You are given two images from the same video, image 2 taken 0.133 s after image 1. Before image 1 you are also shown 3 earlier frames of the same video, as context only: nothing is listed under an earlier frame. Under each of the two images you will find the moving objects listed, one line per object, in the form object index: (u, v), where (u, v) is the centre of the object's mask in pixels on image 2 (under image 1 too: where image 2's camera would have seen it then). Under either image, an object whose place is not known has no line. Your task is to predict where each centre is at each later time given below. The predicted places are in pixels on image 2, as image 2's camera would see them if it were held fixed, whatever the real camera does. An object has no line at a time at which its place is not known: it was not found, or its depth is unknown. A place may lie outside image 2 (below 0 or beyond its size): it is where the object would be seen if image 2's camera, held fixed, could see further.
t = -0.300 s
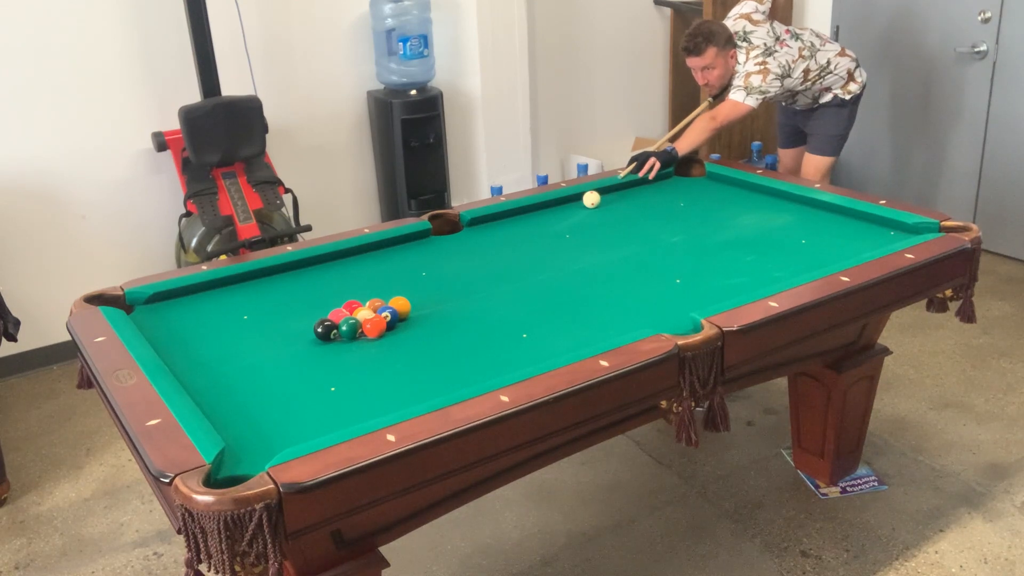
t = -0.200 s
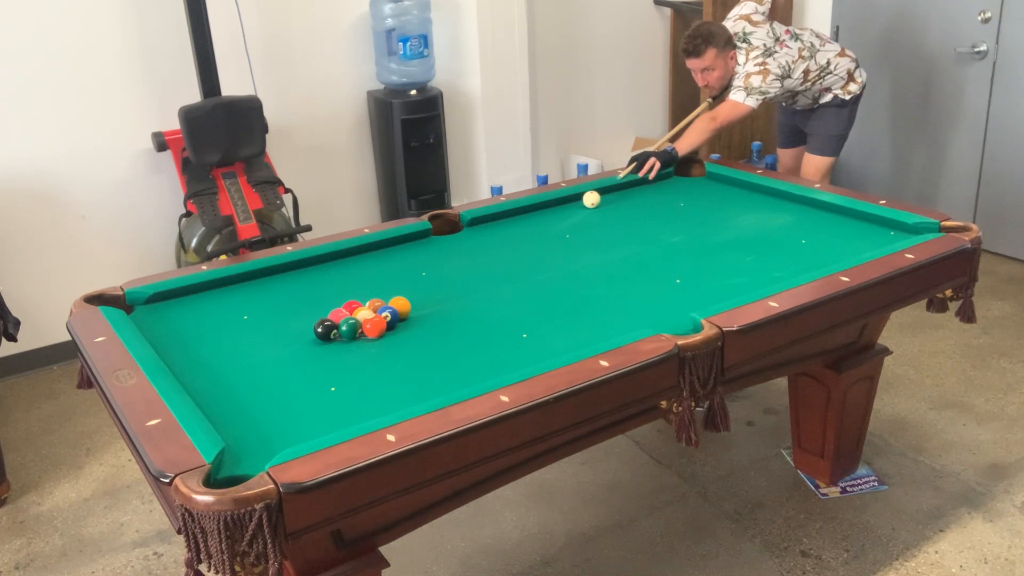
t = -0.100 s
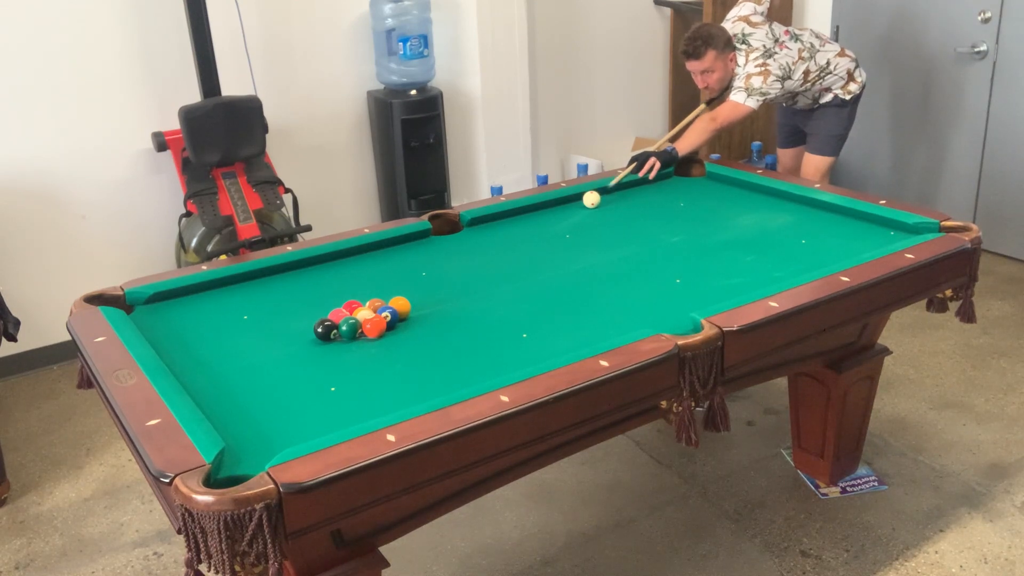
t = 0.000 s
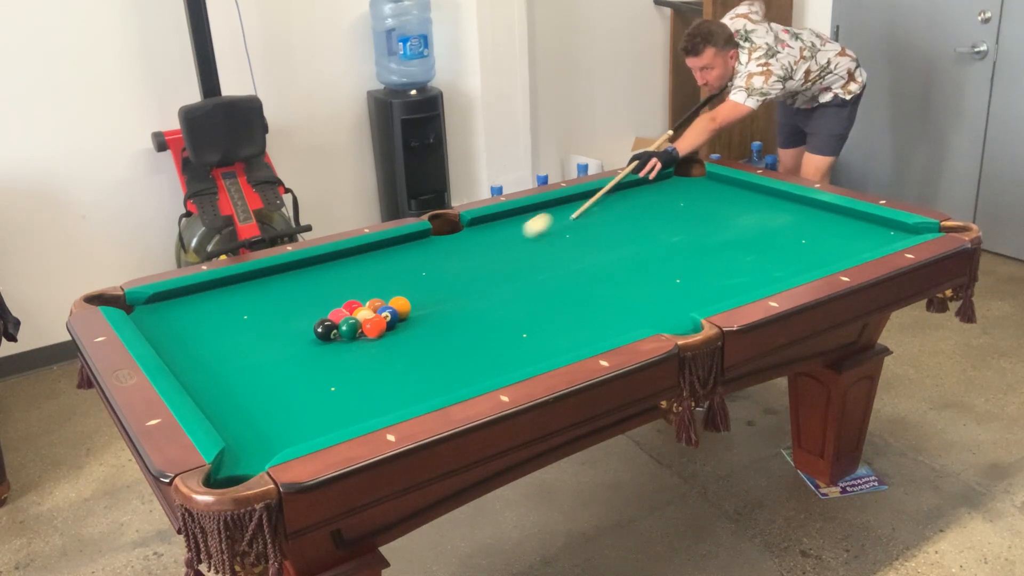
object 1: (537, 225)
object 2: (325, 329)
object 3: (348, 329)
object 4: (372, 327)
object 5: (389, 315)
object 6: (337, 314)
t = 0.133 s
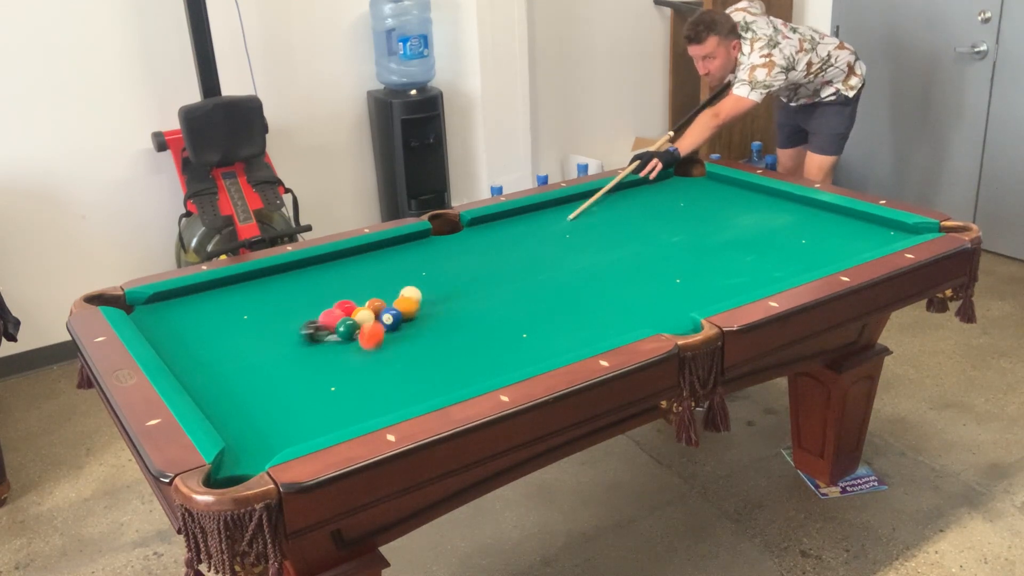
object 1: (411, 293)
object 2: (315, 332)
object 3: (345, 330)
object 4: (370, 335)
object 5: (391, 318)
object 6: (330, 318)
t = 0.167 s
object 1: (407, 294)
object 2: (288, 334)
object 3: (341, 332)
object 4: (366, 356)
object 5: (399, 321)
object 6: (319, 321)
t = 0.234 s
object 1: (405, 291)
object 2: (240, 340)
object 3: (333, 335)
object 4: (356, 401)
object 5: (413, 327)
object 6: (297, 322)
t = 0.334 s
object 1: (402, 283)
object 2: (178, 349)
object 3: (321, 339)
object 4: (310, 410)
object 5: (436, 334)
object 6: (266, 324)
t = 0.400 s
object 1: (399, 279)
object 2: (181, 345)
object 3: (313, 342)
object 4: (276, 398)
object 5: (450, 339)
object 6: (245, 325)
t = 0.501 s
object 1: (395, 272)
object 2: (199, 337)
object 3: (303, 348)
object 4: (232, 382)
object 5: (472, 346)
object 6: (225, 323)
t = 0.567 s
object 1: (393, 268)
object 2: (192, 340)
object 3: (296, 352)
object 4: (206, 372)
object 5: (488, 351)
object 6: (229, 314)
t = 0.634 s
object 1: (390, 264)
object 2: (188, 341)
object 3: (288, 355)
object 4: (181, 363)
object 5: (503, 357)
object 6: (229, 308)
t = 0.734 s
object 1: (387, 259)
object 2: (191, 336)
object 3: (276, 360)
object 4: (168, 351)
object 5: (526, 361)
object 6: (228, 299)
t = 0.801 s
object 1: (385, 255)
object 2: (198, 326)
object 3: (271, 363)
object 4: (168, 345)
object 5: (528, 358)
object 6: (227, 293)
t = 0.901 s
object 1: (381, 250)
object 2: (207, 315)
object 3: (260, 369)
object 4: (170, 334)
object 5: (526, 353)
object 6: (226, 286)
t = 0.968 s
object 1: (379, 247)
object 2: (212, 307)
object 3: (252, 372)
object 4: (171, 327)
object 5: (525, 347)
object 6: (226, 282)
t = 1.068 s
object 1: (387, 246)
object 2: (219, 297)
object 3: (242, 376)
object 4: (172, 317)
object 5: (523, 340)
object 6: (234, 285)
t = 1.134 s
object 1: (395, 246)
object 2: (219, 294)
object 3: (235, 379)
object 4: (172, 311)
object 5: (521, 335)
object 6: (244, 284)
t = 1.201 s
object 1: (402, 246)
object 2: (214, 292)
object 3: (228, 383)
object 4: (173, 305)
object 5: (520, 330)
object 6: (256, 282)
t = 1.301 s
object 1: (413, 246)
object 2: (210, 289)
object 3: (218, 387)
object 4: (174, 297)
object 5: (518, 324)
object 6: (274, 278)
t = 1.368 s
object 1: (420, 246)
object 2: (206, 288)
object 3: (212, 390)
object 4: (179, 294)
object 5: (516, 320)
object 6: (286, 276)
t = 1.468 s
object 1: (430, 246)
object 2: (210, 287)
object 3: (203, 394)
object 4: (192, 295)
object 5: (514, 314)
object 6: (302, 273)
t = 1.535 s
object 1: (436, 246)
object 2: (214, 286)
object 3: (205, 395)
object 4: (199, 297)
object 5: (513, 311)
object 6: (313, 271)
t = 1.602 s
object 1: (443, 247)
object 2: (219, 285)
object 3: (210, 393)
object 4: (206, 299)
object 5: (511, 307)
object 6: (323, 269)
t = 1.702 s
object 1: (452, 247)
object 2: (224, 285)
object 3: (216, 392)
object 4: (216, 302)
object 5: (509, 301)
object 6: (339, 266)
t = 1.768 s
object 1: (458, 247)
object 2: (227, 285)
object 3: (221, 391)
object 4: (223, 303)
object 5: (508, 299)
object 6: (348, 264)
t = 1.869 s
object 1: (466, 247)
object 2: (232, 285)
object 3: (227, 390)
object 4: (233, 306)
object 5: (506, 294)
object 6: (362, 261)
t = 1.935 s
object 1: (471, 247)
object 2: (235, 286)
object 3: (231, 389)
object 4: (239, 308)
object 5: (505, 290)
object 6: (372, 260)
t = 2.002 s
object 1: (477, 248)
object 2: (238, 286)
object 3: (235, 389)
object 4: (245, 309)
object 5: (504, 288)
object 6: (380, 258)
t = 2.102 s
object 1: (484, 248)
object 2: (242, 285)
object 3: (240, 388)
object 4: (255, 311)
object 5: (502, 284)
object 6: (393, 255)
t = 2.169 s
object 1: (489, 248)
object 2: (245, 285)
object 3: (244, 387)
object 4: (262, 313)
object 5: (501, 281)
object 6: (401, 254)
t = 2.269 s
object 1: (496, 248)
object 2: (248, 285)
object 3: (249, 386)
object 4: (272, 315)
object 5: (499, 277)
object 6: (413, 252)
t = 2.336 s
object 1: (500, 248)
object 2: (251, 285)
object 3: (251, 385)
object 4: (278, 317)
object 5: (498, 275)
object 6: (420, 250)
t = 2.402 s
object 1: (504, 249)
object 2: (253, 284)
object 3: (254, 386)
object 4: (284, 318)
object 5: (497, 273)
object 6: (428, 249)
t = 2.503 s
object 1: (510, 249)
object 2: (255, 284)
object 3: (258, 385)
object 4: (293, 320)
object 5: (495, 270)
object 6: (439, 247)
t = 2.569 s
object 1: (514, 249)
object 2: (257, 284)
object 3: (260, 384)
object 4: (299, 321)
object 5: (494, 267)
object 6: (445, 246)
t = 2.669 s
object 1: (519, 249)
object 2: (259, 284)
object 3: (263, 384)
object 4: (308, 324)
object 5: (492, 264)
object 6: (455, 244)
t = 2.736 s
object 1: (523, 249)
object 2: (260, 284)
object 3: (265, 384)
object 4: (314, 325)
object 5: (491, 263)
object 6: (461, 243)
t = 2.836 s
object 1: (527, 250)
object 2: (261, 284)
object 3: (267, 383)
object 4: (323, 327)
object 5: (490, 260)
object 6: (470, 241)
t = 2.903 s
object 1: (530, 250)
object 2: (261, 285)
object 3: (268, 383)
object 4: (329, 328)
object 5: (489, 259)
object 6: (475, 240)
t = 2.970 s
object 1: (532, 250)
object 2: (261, 284)
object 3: (269, 382)
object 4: (332, 327)
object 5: (488, 257)
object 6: (481, 238)
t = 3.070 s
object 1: (536, 250)
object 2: (261, 284)
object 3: (271, 382)
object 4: (341, 331)
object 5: (487, 255)
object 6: (489, 237)
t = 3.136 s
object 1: (538, 250)
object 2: (261, 284)
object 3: (271, 381)
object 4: (346, 332)
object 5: (486, 254)
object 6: (494, 236)
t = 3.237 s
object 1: (541, 251)
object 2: (261, 284)
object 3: (272, 381)
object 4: (354, 335)
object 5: (485, 252)
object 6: (500, 235)
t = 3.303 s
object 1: (543, 251)
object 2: (261, 285)
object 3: (273, 381)
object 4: (358, 336)
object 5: (484, 251)
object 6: (505, 234)
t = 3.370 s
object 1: (545, 251)
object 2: (261, 285)
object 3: (274, 381)
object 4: (363, 336)
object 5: (483, 250)
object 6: (509, 233)
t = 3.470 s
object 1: (546, 251)
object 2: (260, 285)
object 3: (274, 380)
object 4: (370, 337)
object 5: (482, 249)
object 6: (515, 232)
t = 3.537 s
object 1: (548, 251)
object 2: (260, 285)
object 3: (274, 380)
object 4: (375, 339)
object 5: (481, 247)
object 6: (519, 232)
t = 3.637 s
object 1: (549, 252)
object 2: (259, 285)
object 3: (274, 380)
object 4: (381, 340)
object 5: (480, 246)
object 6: (524, 231)
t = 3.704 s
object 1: (550, 252)
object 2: (259, 284)
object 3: (274, 380)
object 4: (385, 341)
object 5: (479, 245)
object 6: (527, 230)
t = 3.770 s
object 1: (550, 252)
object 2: (258, 284)
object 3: (274, 380)
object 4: (388, 341)
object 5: (479, 244)
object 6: (530, 229)
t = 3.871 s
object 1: (551, 252)
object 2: (258, 284)
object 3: (274, 380)
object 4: (394, 343)
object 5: (477, 243)
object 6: (534, 229)
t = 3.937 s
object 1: (550, 252)
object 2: (259, 284)
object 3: (274, 380)
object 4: (397, 344)
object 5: (477, 243)
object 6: (537, 228)
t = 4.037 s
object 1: (550, 252)
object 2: (259, 285)
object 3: (274, 380)
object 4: (402, 345)
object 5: (475, 242)
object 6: (541, 227)
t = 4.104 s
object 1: (550, 252)
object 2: (259, 285)
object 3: (274, 380)
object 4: (405, 345)
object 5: (475, 242)
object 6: (543, 227)
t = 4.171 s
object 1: (550, 252)
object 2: (259, 284)
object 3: (274, 380)
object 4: (408, 346)
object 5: (474, 241)
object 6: (545, 227)
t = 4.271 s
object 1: (550, 252)
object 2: (259, 285)
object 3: (274, 380)
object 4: (412, 346)
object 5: (473, 240)
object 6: (547, 226)
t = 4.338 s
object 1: (550, 252)
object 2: (259, 284)
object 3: (274, 380)
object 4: (415, 347)
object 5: (472, 240)
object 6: (548, 226)
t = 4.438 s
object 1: (550, 252)
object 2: (259, 284)
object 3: (274, 380)
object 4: (418, 348)
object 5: (472, 240)
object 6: (550, 226)
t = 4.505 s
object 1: (550, 252)
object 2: (259, 285)
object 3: (274, 380)
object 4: (420, 348)
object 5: (471, 240)
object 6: (551, 225)
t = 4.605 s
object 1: (550, 252)
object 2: (259, 284)
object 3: (274, 380)
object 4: (422, 349)
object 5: (471, 240)
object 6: (552, 225)
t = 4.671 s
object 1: (550, 252)
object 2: (259, 284)
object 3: (274, 380)
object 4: (424, 349)
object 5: (471, 240)
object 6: (553, 225)
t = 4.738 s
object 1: (550, 252)
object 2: (259, 285)
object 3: (274, 380)
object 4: (425, 349)
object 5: (471, 240)
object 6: (553, 225)
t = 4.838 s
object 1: (550, 252)
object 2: (259, 284)
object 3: (274, 380)
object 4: (427, 350)
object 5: (471, 240)
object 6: (554, 225)
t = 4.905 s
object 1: (550, 252)
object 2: (259, 285)
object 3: (274, 380)
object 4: (428, 350)
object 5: (471, 240)
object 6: (554, 225)
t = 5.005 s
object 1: (550, 252)
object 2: (259, 284)
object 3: (274, 380)
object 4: (429, 350)
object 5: (471, 240)
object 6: (553, 225)
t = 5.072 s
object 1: (550, 252)
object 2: (259, 285)
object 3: (274, 380)
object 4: (429, 351)
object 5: (471, 239)
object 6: (553, 225)
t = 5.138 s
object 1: (550, 252)
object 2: (259, 285)
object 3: (274, 380)
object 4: (429, 351)
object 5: (471, 240)
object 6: (553, 225)
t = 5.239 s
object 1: (550, 252)
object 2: (259, 284)
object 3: (274, 380)
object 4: (429, 351)
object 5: (471, 240)
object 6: (553, 225)
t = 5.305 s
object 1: (550, 252)
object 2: (259, 285)
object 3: (274, 380)
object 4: (430, 351)
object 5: (471, 239)
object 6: (553, 225)
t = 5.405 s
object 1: (550, 252)
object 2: (259, 284)
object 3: (274, 380)
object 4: (430, 351)
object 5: (471, 239)
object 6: (553, 225)
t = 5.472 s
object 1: (550, 252)
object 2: (259, 285)
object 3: (274, 380)
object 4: (430, 351)
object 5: (471, 239)
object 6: (553, 225)
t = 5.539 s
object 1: (550, 252)
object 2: (259, 285)
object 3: (274, 380)
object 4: (430, 351)
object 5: (471, 240)
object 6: (553, 225)
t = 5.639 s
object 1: (550, 252)
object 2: (259, 284)
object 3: (274, 380)
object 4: (430, 351)
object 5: (471, 240)
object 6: (553, 225)
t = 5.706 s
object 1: (550, 252)
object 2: (259, 285)
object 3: (274, 380)
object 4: (430, 351)
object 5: (471, 239)
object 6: (553, 225)
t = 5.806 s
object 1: (550, 252)
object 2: (259, 284)
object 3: (274, 380)
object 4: (430, 351)
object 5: (471, 239)
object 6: (553, 225)
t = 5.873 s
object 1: (550, 252)
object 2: (259, 285)
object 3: (274, 380)
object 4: (430, 351)
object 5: (471, 239)
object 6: (553, 225)
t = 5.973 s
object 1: (550, 252)
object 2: (259, 285)
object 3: (274, 380)
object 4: (430, 351)
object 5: (471, 239)
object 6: (553, 225)
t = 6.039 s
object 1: (550, 252)
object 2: (259, 284)
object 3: (274, 380)
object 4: (430, 351)
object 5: (471, 239)
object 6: (553, 225)
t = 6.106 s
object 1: (550, 252)
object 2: (259, 284)
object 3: (274, 380)
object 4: (430, 351)
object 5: (471, 239)
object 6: (553, 225)
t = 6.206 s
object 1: (550, 252)
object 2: (259, 284)
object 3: (274, 380)
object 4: (430, 351)
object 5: (471, 239)
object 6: (553, 225)
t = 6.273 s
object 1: (550, 252)
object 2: (259, 285)
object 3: (274, 380)
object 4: (430, 351)
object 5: (471, 239)
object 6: (553, 225)
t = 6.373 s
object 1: (550, 252)
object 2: (259, 284)
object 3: (274, 380)
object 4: (430, 350)
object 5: (471, 239)
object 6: (553, 225)
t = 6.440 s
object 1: (550, 252)
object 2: (259, 284)
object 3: (274, 380)
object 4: (430, 351)
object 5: (471, 239)
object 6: (553, 225)
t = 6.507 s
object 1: (550, 252)
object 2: (259, 284)
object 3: (274, 380)
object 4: (430, 350)
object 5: (471, 239)
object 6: (553, 225)
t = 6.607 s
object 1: (550, 252)
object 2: (259, 284)
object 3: (274, 380)
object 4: (430, 351)
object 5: (471, 240)
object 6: (553, 225)
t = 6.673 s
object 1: (550, 252)
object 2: (259, 284)
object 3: (274, 380)
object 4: (430, 351)
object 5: (471, 239)
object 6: (553, 225)
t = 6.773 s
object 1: (550, 252)
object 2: (259, 284)
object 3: (274, 380)
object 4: (430, 351)
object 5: (471, 239)
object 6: (553, 225)
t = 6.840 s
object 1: (550, 252)
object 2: (259, 284)
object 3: (274, 380)
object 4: (430, 351)
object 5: (471, 239)
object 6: (553, 225)
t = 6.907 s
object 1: (550, 252)
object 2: (259, 285)
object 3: (274, 380)
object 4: (430, 351)
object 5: (471, 239)
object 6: (553, 225)
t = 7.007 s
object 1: (550, 252)
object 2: (259, 285)
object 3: (274, 380)
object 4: (430, 351)
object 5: (471, 239)
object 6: (553, 225)
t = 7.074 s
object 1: (550, 252)
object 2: (259, 284)
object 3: (274, 380)
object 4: (430, 351)
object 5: (471, 239)
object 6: (553, 225)
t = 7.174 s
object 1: (550, 252)
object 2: (259, 285)
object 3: (274, 380)
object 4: (430, 351)
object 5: (471, 239)
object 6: (553, 225)
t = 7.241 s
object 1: (550, 252)
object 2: (259, 285)
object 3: (274, 380)
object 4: (430, 351)
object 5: (471, 239)
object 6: (553, 225)
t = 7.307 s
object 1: (550, 252)
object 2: (259, 284)
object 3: (274, 380)
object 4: (430, 351)
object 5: (471, 239)
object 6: (553, 225)
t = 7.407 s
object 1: (550, 252)
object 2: (259, 284)
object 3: (274, 380)
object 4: (430, 351)
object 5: (471, 239)
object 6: (553, 225)
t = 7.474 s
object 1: (550, 252)
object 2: (259, 285)
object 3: (274, 380)
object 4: (430, 351)
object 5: (471, 239)
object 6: (553, 225)
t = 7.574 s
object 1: (550, 252)
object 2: (259, 284)
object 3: (274, 380)
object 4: (430, 351)
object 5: (471, 239)
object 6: (553, 225)
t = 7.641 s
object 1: (550, 252)
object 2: (259, 284)
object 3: (274, 380)
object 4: (430, 351)
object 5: (471, 239)
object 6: (553, 225)
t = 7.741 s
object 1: (550, 252)
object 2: (259, 285)
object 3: (274, 380)
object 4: (430, 351)
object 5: (471, 239)
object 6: (553, 225)
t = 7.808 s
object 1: (550, 252)
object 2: (259, 285)
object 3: (274, 380)
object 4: (430, 351)
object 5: (471, 239)
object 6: (553, 225)
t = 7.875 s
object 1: (550, 252)
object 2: (259, 285)
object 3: (274, 380)
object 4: (430, 350)
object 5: (471, 239)
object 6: (553, 225)
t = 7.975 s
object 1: (550, 252)
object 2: (259, 284)
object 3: (274, 380)
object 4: (430, 350)
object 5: (471, 239)
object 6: (553, 225)
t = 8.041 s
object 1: (550, 252)
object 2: (259, 285)
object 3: (274, 381)
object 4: (430, 351)
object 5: (471, 239)
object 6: (553, 225)
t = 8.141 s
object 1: (550, 252)
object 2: (259, 284)
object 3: (274, 380)
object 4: (430, 350)
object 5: (471, 239)
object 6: (553, 225)
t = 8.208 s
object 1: (550, 252)
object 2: (259, 284)
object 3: (274, 380)
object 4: (430, 351)
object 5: (471, 239)
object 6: (553, 225)
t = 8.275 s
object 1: (550, 252)
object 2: (259, 285)
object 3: (274, 380)
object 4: (430, 351)
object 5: (471, 239)
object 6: (553, 225)
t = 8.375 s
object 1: (550, 252)
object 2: (259, 284)
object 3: (274, 380)
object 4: (430, 350)
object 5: (471, 239)
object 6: (553, 225)
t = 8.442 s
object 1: (550, 252)
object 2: (259, 285)
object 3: (274, 380)
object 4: (430, 350)
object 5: (471, 239)
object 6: (553, 225)
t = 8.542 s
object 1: (550, 252)
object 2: (259, 284)
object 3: (274, 380)
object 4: (430, 350)
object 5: (471, 239)
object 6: (553, 225)
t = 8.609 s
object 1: (550, 252)
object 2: (259, 285)
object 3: (274, 380)
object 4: (430, 351)
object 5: (471, 239)
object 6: (553, 225)
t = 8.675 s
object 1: (550, 252)
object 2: (259, 284)
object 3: (274, 380)
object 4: (430, 351)
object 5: (471, 239)
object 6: (553, 225)
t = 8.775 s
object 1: (550, 252)
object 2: (259, 284)
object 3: (274, 380)
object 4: (430, 351)
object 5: (471, 239)
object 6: (553, 225)
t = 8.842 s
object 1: (550, 252)
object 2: (259, 285)
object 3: (274, 380)
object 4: (430, 351)
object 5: (471, 239)
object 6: (553, 225)
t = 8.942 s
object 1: (550, 252)
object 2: (259, 285)
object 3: (274, 380)
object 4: (430, 350)
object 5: (471, 239)
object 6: (553, 225)
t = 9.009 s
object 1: (550, 252)
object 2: (259, 284)
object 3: (274, 380)
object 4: (430, 350)
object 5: (471, 239)
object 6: (553, 225)
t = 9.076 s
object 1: (550, 252)
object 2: (259, 284)
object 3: (274, 380)
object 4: (430, 350)
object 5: (471, 240)
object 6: (553, 225)
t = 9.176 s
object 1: (550, 252)
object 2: (259, 284)
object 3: (274, 380)
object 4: (430, 350)
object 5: (471, 239)
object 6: (553, 225)
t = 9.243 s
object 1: (550, 252)
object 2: (259, 284)
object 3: (274, 380)
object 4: (430, 350)
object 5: (471, 239)
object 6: (553, 225)
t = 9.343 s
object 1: (550, 252)
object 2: (259, 284)
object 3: (274, 380)
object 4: (430, 350)
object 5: (471, 239)
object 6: (553, 225)
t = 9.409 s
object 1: (550, 252)
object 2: (259, 284)
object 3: (274, 380)
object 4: (430, 350)
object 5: (471, 239)
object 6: (553, 225)
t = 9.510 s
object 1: (550, 252)
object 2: (259, 284)
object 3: (274, 380)
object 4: (430, 350)
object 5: (471, 239)
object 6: (553, 225)
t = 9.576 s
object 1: (550, 252)
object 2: (259, 284)
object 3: (274, 380)
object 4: (430, 350)
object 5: (471, 239)
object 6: (553, 225)
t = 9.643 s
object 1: (550, 252)
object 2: (259, 284)
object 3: (274, 380)
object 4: (430, 350)
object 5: (471, 239)
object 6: (553, 225)
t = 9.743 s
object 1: (550, 252)
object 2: (259, 284)
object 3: (274, 380)
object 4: (430, 350)
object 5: (471, 239)
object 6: (553, 225)
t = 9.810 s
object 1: (550, 252)
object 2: (259, 284)
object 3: (274, 380)
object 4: (430, 350)
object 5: (471, 239)
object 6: (553, 225)
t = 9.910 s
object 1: (550, 252)
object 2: (259, 284)
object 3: (274, 380)
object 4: (430, 350)
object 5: (471, 239)
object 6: (553, 225)
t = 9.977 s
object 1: (550, 252)
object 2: (259, 284)
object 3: (274, 380)
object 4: (430, 350)
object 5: (471, 239)
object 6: (553, 225)
